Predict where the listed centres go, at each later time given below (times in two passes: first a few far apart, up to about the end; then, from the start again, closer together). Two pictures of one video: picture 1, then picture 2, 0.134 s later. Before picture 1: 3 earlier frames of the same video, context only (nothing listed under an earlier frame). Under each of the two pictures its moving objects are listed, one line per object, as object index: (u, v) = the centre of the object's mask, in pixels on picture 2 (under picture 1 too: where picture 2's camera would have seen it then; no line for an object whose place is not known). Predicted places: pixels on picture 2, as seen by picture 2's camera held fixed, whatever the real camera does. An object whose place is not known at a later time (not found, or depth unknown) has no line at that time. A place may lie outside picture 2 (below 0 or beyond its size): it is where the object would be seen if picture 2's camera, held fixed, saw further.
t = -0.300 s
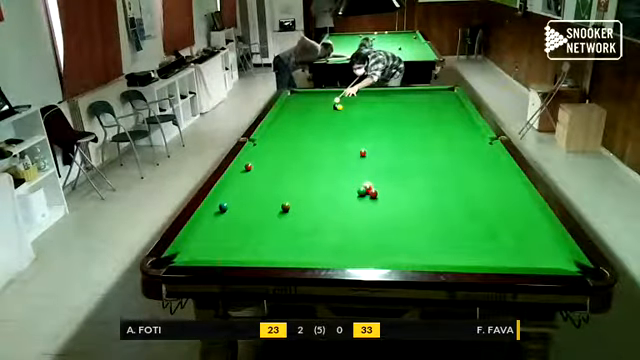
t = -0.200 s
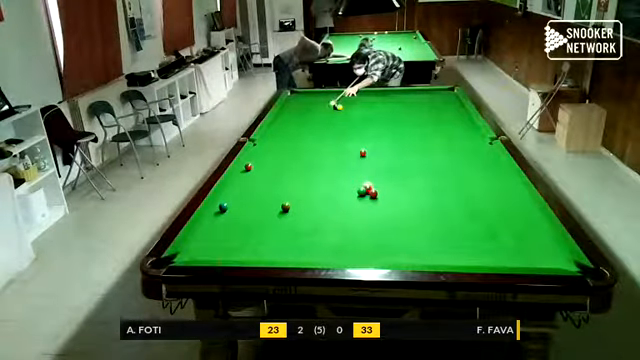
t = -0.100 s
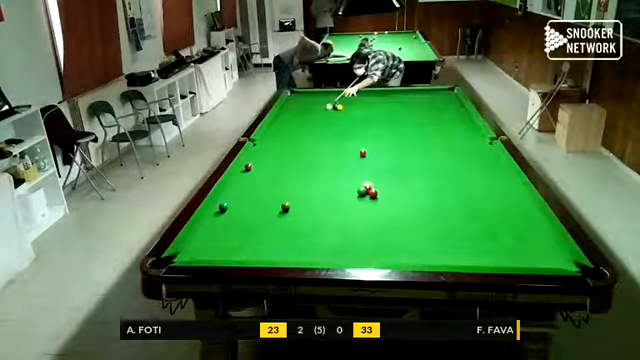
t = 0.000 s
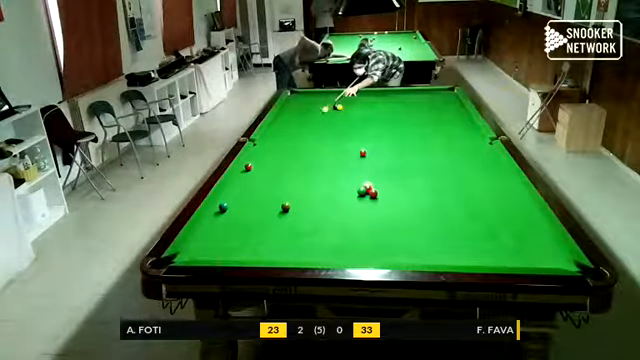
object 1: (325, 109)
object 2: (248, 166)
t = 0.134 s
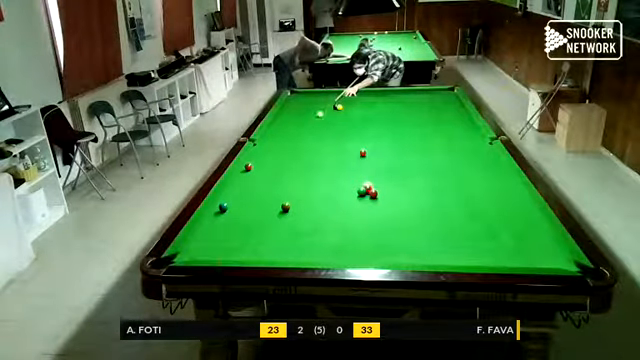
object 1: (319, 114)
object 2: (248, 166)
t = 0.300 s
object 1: (313, 120)
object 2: (248, 166)
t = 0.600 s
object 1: (299, 130)
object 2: (248, 166)
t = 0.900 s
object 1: (284, 143)
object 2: (248, 166)
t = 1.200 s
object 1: (266, 156)
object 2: (248, 166)
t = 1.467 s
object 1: (257, 168)
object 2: (241, 168)
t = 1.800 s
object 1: (261, 180)
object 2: (251, 171)
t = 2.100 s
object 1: (264, 192)
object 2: (260, 175)
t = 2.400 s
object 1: (269, 204)
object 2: (269, 178)
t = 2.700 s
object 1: (274, 217)
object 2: (276, 181)
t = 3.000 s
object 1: (278, 230)
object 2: (284, 184)
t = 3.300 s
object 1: (283, 245)
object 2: (290, 185)
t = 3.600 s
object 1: (288, 257)
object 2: (295, 187)
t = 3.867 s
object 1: (296, 250)
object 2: (300, 189)
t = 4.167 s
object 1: (305, 242)
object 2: (303, 190)
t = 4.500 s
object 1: (312, 234)
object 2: (306, 191)
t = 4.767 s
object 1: (317, 229)
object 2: (307, 190)
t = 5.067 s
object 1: (321, 225)
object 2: (307, 191)
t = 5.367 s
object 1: (325, 221)
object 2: (307, 191)
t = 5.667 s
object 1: (327, 219)
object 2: (307, 190)
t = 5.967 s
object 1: (328, 218)
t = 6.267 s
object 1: (329, 217)
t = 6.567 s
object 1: (329, 217)
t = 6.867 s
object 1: (329, 217)
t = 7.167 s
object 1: (329, 217)
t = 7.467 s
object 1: (329, 217)
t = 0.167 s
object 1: (318, 115)
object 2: (248, 166)
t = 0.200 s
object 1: (316, 116)
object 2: (248, 166)
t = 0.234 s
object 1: (315, 117)
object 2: (248, 166)
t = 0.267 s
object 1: (314, 118)
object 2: (248, 166)
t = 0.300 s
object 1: (313, 120)
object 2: (248, 166)
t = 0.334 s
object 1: (311, 121)
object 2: (248, 166)
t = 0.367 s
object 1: (309, 122)
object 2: (248, 166)
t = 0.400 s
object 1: (308, 123)
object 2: (248, 166)
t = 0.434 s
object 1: (307, 124)
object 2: (248, 166)
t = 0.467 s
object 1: (305, 125)
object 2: (248, 166)
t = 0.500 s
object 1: (304, 127)
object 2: (248, 166)
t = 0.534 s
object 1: (302, 128)
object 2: (248, 166)
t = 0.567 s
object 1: (300, 129)
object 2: (248, 166)
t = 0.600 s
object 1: (299, 130)
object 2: (248, 166)
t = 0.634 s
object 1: (298, 132)
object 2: (248, 166)
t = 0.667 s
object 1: (296, 133)
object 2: (248, 166)
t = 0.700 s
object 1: (294, 134)
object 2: (248, 166)
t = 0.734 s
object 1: (293, 136)
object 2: (248, 166)
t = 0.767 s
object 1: (290, 137)
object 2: (248, 166)
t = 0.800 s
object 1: (289, 138)
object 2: (248, 166)
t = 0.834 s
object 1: (287, 140)
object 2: (248, 166)
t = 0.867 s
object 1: (285, 141)
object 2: (248, 166)
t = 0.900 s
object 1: (284, 143)
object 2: (248, 166)
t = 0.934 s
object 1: (282, 144)
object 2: (248, 166)
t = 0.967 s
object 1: (281, 145)
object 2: (248, 166)
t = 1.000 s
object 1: (278, 147)
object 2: (248, 166)
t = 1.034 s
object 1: (277, 148)
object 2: (248, 166)
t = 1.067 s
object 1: (274, 150)
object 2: (248, 166)
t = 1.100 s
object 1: (273, 151)
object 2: (248, 166)
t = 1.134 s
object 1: (270, 153)
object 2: (248, 166)
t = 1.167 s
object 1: (268, 155)
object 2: (248, 166)
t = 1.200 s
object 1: (266, 156)
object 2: (248, 166)
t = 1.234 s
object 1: (264, 158)
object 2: (248, 166)
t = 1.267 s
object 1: (263, 160)
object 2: (248, 166)
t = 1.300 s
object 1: (261, 160)
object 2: (248, 166)
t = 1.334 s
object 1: (259, 163)
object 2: (248, 166)
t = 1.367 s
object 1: (257, 165)
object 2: (248, 166)
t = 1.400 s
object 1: (256, 165)
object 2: (246, 167)
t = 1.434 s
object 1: (257, 167)
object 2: (243, 168)
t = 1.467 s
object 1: (257, 168)
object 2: (241, 168)
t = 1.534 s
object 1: (258, 170)
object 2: (243, 169)
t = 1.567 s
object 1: (258, 172)
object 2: (243, 169)
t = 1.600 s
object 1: (259, 173)
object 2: (245, 169)
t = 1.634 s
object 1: (259, 174)
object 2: (245, 170)
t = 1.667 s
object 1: (259, 175)
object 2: (246, 170)
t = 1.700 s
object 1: (260, 177)
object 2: (247, 171)
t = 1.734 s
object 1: (260, 178)
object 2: (248, 171)
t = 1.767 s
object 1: (261, 179)
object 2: (249, 171)
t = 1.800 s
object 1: (261, 180)
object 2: (251, 171)
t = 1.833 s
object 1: (262, 181)
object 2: (252, 172)
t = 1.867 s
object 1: (262, 183)
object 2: (253, 173)
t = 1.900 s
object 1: (263, 184)
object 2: (254, 173)
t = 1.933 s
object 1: (263, 185)
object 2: (255, 174)
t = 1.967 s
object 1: (263, 186)
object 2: (256, 174)
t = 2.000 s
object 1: (264, 187)
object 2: (257, 174)
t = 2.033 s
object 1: (263, 189)
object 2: (258, 175)
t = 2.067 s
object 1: (264, 191)
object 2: (259, 175)
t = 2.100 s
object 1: (264, 192)
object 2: (260, 175)
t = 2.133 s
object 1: (265, 194)
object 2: (261, 176)
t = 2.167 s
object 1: (266, 195)
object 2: (262, 176)
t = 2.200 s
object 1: (266, 196)
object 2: (263, 176)
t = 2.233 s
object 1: (267, 197)
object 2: (264, 177)
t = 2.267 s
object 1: (267, 198)
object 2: (265, 177)
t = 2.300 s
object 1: (267, 199)
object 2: (265, 177)
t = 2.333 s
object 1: (268, 201)
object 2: (266, 177)
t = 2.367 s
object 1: (268, 201)
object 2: (267, 177)
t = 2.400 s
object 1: (269, 204)
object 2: (269, 178)
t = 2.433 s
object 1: (269, 205)
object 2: (269, 179)
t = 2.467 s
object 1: (270, 206)
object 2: (270, 179)
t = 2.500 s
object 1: (271, 208)
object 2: (272, 179)
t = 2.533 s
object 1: (271, 209)
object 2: (272, 180)
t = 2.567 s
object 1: (271, 211)
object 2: (273, 180)
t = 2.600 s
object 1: (272, 211)
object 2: (274, 180)
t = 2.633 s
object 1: (272, 214)
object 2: (275, 181)
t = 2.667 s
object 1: (273, 214)
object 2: (275, 181)
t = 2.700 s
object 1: (274, 217)
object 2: (276, 181)
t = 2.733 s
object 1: (274, 218)
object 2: (277, 182)
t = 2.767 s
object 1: (274, 220)
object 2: (278, 182)
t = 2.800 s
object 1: (275, 221)
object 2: (279, 182)
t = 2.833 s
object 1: (275, 223)
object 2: (280, 182)
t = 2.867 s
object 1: (275, 224)
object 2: (281, 182)
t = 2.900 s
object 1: (276, 226)
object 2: (282, 183)
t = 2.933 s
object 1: (277, 227)
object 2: (282, 183)
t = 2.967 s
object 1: (277, 229)
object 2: (283, 183)
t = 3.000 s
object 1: (278, 230)
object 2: (284, 184)
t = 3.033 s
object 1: (279, 232)
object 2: (284, 184)
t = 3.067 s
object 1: (279, 234)
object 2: (285, 184)
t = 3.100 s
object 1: (280, 235)
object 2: (286, 184)
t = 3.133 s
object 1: (280, 237)
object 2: (287, 185)
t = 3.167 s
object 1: (280, 239)
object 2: (287, 185)
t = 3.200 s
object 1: (281, 240)
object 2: (288, 185)
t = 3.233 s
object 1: (281, 242)
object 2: (288, 185)
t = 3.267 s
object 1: (282, 243)
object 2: (289, 185)
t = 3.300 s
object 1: (283, 245)
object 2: (290, 185)
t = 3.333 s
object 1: (283, 246)
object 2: (291, 186)
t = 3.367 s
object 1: (284, 248)
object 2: (291, 186)
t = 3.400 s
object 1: (284, 249)
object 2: (291, 186)
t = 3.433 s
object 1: (285, 251)
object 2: (294, 187)
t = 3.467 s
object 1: (286, 253)
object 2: (294, 187)
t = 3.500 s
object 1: (286, 254)
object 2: (294, 187)
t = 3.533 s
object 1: (287, 255)
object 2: (295, 187)
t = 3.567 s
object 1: (287, 256)
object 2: (295, 187)
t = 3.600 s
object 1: (288, 257)
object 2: (295, 187)
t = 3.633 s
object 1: (289, 256)
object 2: (296, 188)
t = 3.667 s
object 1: (289, 255)
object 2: (297, 188)
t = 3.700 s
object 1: (291, 254)
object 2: (297, 188)
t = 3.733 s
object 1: (292, 254)
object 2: (297, 188)
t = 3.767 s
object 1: (293, 254)
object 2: (299, 188)
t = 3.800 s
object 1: (294, 253)
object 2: (299, 188)
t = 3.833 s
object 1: (296, 252)
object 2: (299, 189)
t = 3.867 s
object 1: (296, 250)
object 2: (300, 189)
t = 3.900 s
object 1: (297, 250)
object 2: (300, 189)
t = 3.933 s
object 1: (298, 249)
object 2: (301, 189)
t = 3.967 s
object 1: (299, 248)
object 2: (301, 190)
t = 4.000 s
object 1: (300, 247)
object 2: (301, 190)
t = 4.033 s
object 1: (301, 245)
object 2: (302, 190)
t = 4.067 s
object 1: (302, 245)
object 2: (302, 190)
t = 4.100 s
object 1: (303, 244)
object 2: (302, 190)
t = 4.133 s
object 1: (304, 243)
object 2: (303, 190)
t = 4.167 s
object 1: (305, 242)
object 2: (303, 190)
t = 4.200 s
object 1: (306, 241)
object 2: (304, 190)
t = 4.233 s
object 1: (306, 240)
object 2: (304, 190)
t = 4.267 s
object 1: (307, 239)
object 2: (304, 191)
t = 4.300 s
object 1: (308, 238)
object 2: (305, 191)
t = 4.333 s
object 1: (309, 238)
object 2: (305, 191)
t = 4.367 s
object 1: (309, 237)
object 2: (305, 191)
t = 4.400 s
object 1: (310, 236)
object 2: (306, 191)
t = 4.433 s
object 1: (311, 235)
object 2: (306, 191)
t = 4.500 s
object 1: (312, 234)
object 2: (306, 191)
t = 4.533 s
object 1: (313, 233)
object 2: (306, 191)
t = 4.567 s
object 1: (313, 233)
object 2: (307, 190)
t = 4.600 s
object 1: (314, 232)
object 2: (307, 190)
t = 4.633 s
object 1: (315, 231)
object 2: (307, 190)
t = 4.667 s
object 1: (315, 231)
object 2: (307, 191)
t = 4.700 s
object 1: (316, 230)
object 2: (307, 191)
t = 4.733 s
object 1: (316, 230)
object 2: (307, 191)
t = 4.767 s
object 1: (317, 229)
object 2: (307, 190)
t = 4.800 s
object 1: (318, 228)
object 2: (307, 191)
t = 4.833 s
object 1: (318, 228)
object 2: (307, 191)
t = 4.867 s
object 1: (319, 227)
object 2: (307, 191)
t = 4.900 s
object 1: (319, 227)
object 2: (307, 191)
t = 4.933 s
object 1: (319, 227)
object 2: (307, 191)
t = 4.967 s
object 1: (320, 226)
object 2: (307, 191)
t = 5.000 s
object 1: (320, 226)
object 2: (307, 191)
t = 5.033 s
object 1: (321, 225)
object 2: (307, 190)
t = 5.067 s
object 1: (321, 225)
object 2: (307, 191)
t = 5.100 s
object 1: (322, 224)
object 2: (307, 191)
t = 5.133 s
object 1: (323, 224)
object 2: (307, 191)
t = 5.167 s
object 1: (323, 223)
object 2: (307, 191)
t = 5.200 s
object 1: (323, 223)
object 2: (307, 190)
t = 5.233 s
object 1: (323, 223)
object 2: (307, 191)
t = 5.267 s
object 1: (324, 222)
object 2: (307, 191)
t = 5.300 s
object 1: (324, 222)
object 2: (307, 191)
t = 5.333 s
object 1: (324, 222)
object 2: (307, 191)
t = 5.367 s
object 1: (325, 221)
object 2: (307, 191)
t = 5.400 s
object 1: (325, 221)
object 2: (307, 191)
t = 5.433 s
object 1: (325, 221)
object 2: (307, 190)
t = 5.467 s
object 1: (325, 220)
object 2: (307, 190)
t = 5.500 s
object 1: (326, 220)
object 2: (307, 191)
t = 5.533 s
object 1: (326, 220)
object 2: (307, 191)
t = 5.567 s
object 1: (326, 220)
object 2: (307, 191)
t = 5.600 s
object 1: (327, 219)
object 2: (307, 190)
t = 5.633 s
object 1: (327, 219)
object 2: (307, 190)
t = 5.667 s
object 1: (327, 219)
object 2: (307, 190)
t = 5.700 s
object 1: (327, 219)
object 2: (307, 191)
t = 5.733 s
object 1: (328, 219)
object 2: (307, 191)
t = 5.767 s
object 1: (327, 219)
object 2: (307, 190)
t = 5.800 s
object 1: (328, 218)
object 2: (307, 190)
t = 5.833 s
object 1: (328, 218)
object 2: (307, 190)
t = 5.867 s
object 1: (328, 218)
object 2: (307, 190)
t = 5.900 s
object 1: (328, 218)
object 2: (307, 190)
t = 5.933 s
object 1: (328, 218)
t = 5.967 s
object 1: (328, 218)
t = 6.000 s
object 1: (329, 217)
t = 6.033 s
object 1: (329, 217)
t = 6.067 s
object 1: (329, 217)
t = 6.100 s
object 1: (329, 217)
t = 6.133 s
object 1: (329, 217)
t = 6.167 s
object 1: (329, 217)
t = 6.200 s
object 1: (329, 217)
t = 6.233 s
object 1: (329, 217)
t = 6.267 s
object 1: (329, 217)
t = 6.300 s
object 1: (329, 217)
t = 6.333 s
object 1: (329, 217)
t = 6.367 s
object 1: (329, 217)
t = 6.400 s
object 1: (329, 217)
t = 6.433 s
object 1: (329, 217)
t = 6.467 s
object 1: (329, 217)
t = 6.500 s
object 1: (329, 217)
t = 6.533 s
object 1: (329, 217)
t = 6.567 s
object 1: (329, 217)
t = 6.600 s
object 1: (329, 217)
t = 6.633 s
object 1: (329, 217)
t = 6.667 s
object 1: (329, 217)
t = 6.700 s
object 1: (329, 217)
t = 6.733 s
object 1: (329, 217)
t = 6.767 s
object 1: (329, 217)
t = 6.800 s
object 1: (329, 217)
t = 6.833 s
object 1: (329, 217)
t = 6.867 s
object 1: (329, 217)
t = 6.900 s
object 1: (329, 217)
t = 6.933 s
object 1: (329, 217)
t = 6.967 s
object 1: (329, 217)
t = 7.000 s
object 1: (329, 217)
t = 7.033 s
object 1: (329, 217)
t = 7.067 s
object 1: (329, 217)
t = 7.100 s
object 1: (329, 217)
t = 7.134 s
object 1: (329, 217)
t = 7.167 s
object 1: (329, 217)
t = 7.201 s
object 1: (329, 216)
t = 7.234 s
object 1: (329, 217)
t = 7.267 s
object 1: (329, 217)
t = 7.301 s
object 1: (329, 217)
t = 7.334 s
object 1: (329, 217)
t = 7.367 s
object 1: (329, 217)
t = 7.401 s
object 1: (329, 217)
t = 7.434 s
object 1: (329, 217)
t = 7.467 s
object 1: (329, 217)
